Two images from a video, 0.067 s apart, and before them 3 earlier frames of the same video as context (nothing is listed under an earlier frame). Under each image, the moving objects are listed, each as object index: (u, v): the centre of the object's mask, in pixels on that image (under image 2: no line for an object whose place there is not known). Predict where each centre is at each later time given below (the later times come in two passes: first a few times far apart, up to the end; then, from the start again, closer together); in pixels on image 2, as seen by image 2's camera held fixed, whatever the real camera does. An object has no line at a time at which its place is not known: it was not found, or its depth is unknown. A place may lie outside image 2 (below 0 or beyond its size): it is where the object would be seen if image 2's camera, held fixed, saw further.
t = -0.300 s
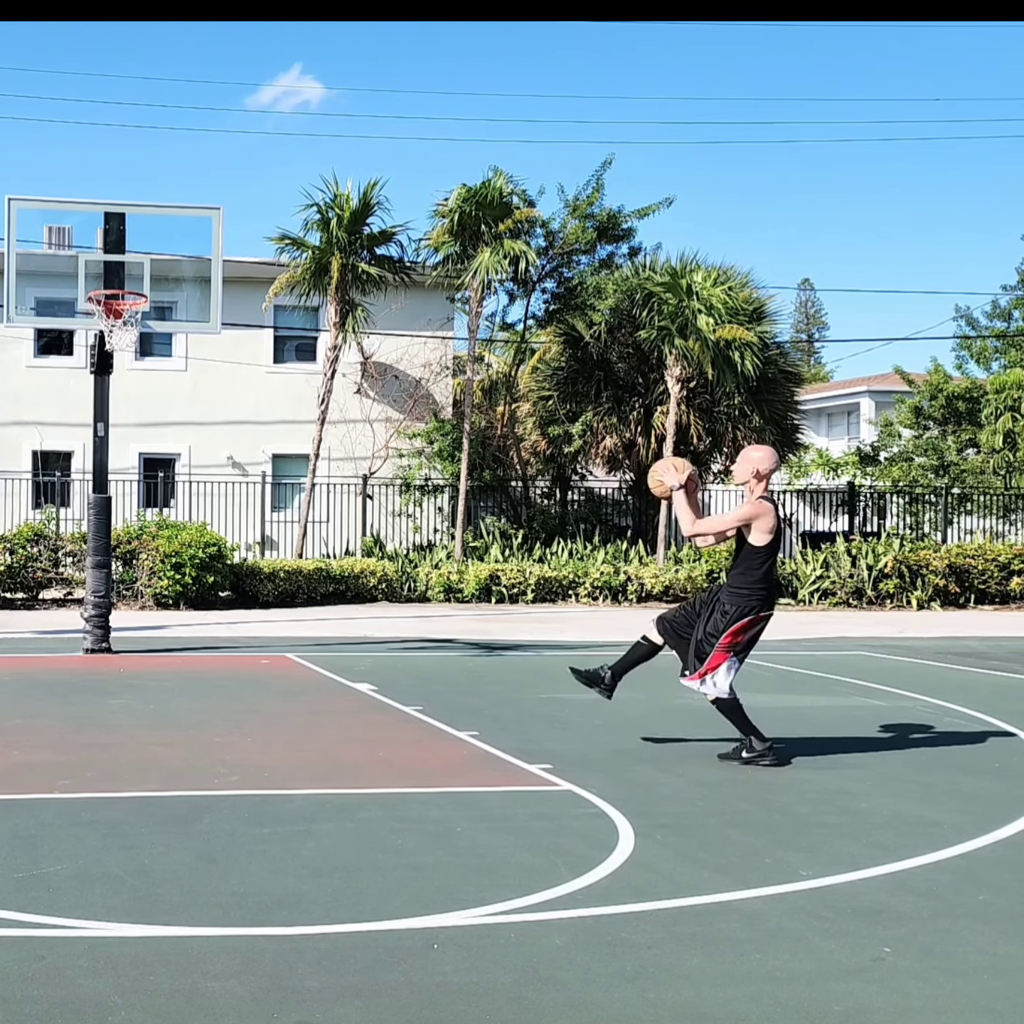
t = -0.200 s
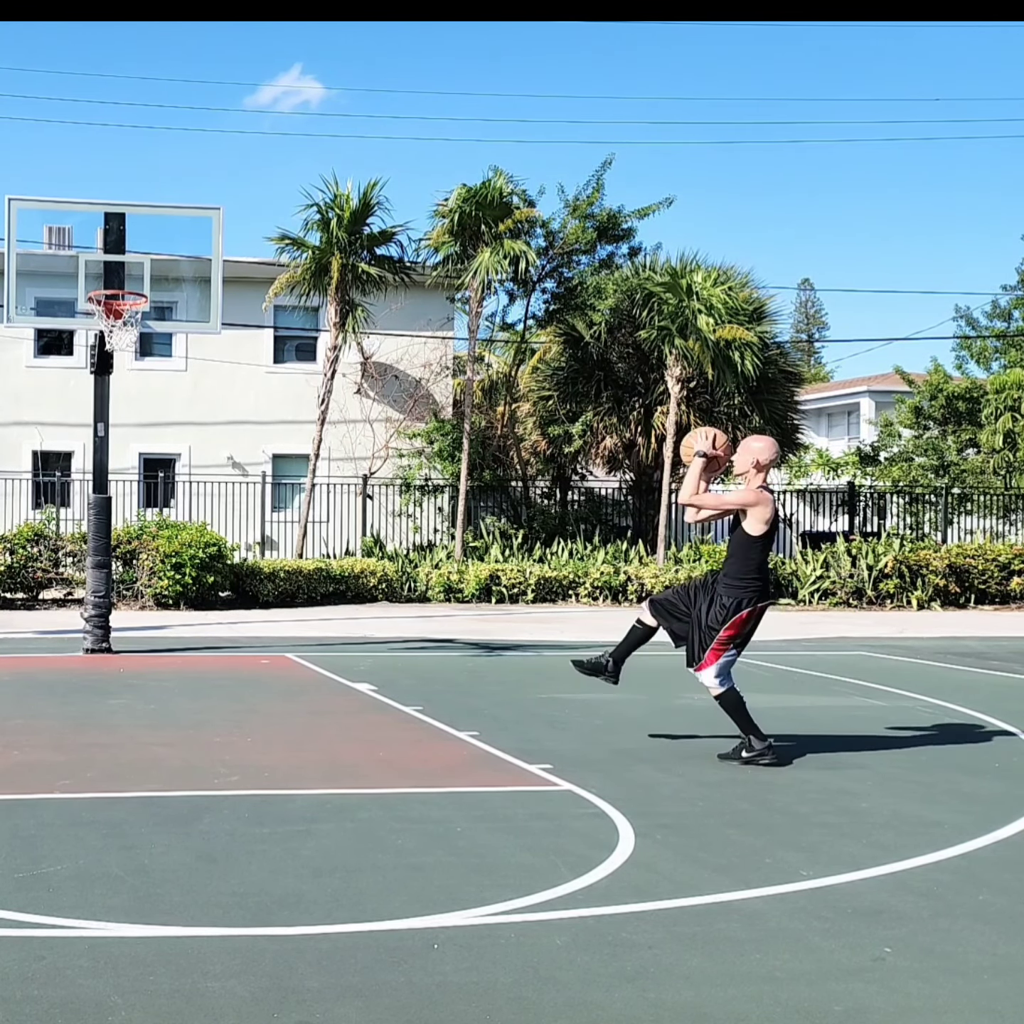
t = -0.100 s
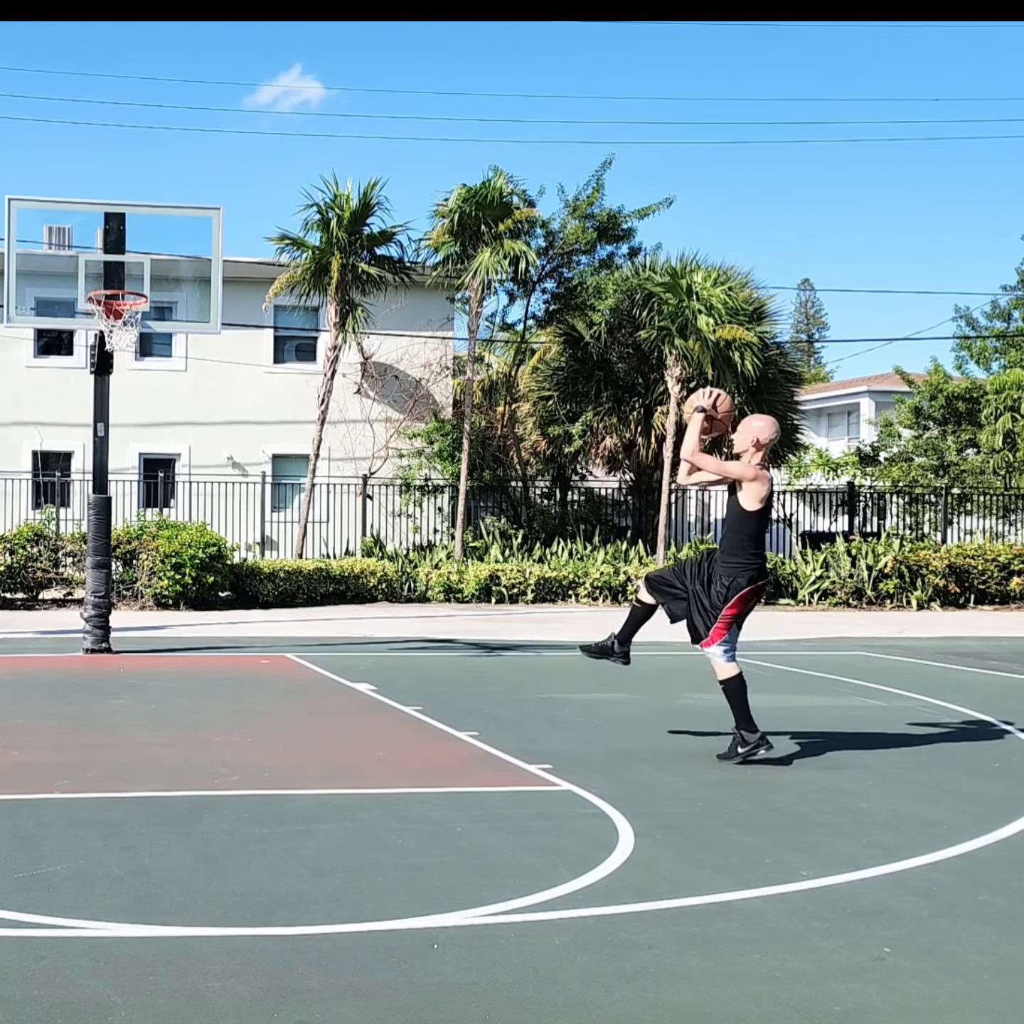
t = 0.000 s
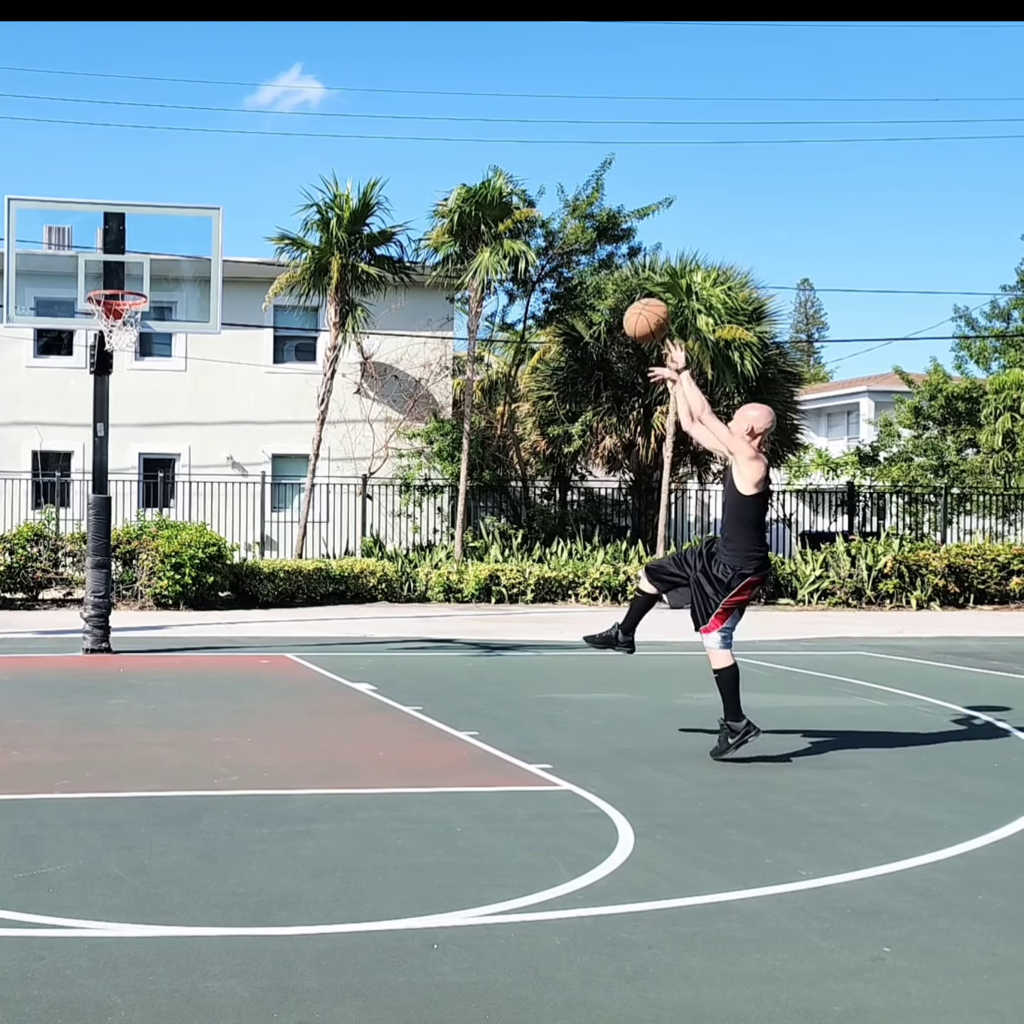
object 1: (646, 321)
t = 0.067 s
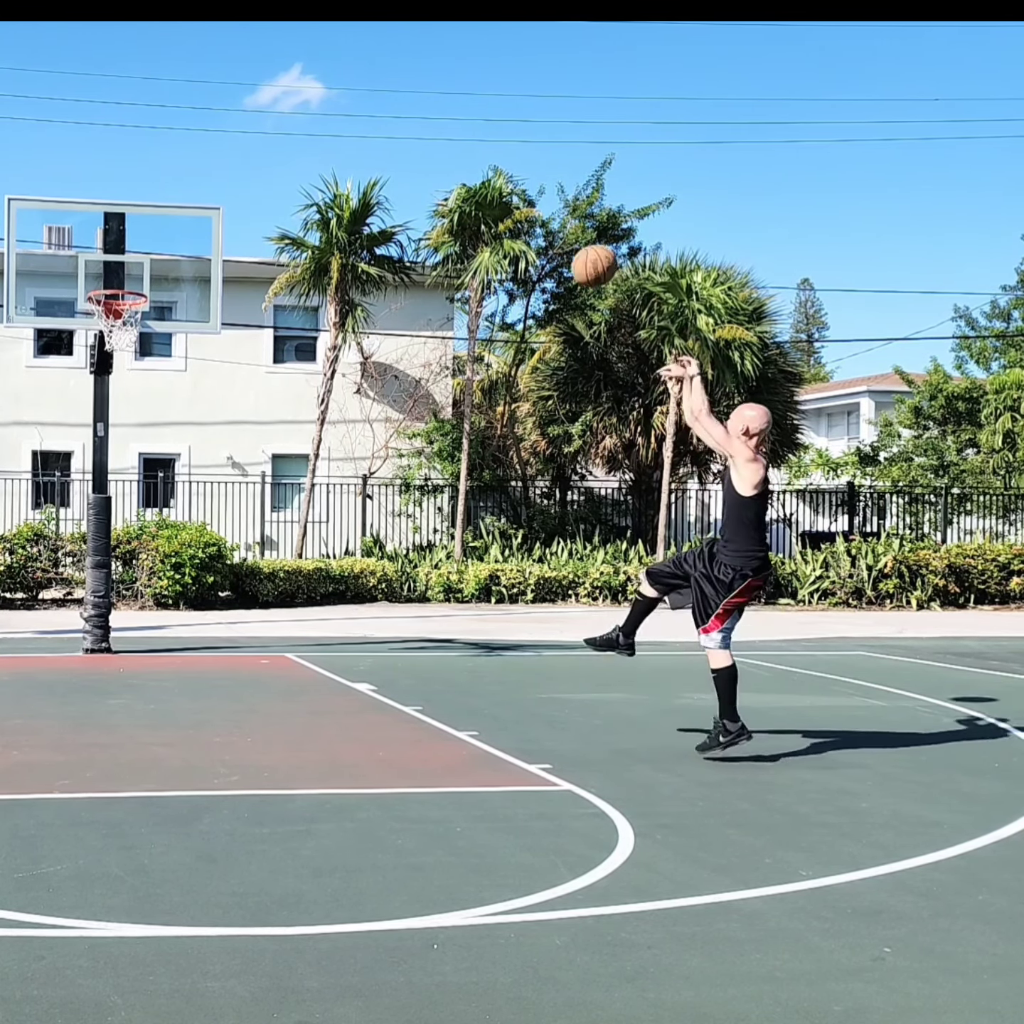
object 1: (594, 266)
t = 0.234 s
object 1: (476, 175)
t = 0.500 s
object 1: (318, 137)
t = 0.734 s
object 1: (202, 187)
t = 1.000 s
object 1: (108, 307)
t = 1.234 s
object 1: (167, 412)
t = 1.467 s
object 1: (220, 570)
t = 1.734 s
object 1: (269, 576)
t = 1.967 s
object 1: (309, 490)
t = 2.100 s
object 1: (332, 472)
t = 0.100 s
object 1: (569, 243)
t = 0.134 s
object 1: (544, 223)
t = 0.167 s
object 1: (521, 205)
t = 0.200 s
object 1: (498, 189)
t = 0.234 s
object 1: (476, 175)
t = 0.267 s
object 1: (454, 164)
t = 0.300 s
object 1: (433, 155)
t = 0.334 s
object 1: (412, 147)
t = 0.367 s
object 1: (392, 142)
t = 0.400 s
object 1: (373, 138)
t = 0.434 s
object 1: (354, 136)
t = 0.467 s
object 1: (336, 136)
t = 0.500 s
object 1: (318, 137)
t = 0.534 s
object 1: (300, 140)
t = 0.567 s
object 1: (283, 145)
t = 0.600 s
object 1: (266, 150)
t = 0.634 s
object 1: (249, 157)
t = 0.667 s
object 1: (233, 166)
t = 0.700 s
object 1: (218, 176)
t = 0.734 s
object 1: (202, 187)
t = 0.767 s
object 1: (188, 199)
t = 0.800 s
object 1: (173, 213)
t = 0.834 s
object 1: (159, 227)
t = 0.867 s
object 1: (145, 243)
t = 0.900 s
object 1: (131, 259)
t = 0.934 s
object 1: (118, 276)
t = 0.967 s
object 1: (102, 291)
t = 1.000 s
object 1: (108, 307)
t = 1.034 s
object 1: (116, 321)
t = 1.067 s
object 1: (132, 341)
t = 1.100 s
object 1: (135, 352)
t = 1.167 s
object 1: (152, 379)
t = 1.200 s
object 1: (160, 395)
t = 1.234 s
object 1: (167, 412)
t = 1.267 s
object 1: (175, 431)
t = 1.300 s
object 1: (183, 450)
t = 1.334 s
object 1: (190, 471)
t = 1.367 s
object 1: (198, 494)
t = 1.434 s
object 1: (213, 543)
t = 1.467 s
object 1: (220, 570)
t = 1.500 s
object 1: (227, 597)
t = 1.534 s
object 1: (234, 628)
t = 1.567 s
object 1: (241, 658)
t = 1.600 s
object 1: (247, 654)
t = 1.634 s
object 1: (253, 633)
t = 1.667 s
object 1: (259, 612)
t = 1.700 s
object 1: (263, 594)
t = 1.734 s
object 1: (269, 576)
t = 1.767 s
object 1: (275, 561)
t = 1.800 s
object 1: (281, 546)
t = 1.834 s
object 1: (286, 532)
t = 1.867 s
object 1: (292, 520)
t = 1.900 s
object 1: (298, 509)
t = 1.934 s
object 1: (303, 499)
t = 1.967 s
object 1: (309, 490)
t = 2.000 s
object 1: (315, 484)
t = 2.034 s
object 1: (321, 479)
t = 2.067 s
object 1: (326, 474)
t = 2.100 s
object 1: (332, 472)
